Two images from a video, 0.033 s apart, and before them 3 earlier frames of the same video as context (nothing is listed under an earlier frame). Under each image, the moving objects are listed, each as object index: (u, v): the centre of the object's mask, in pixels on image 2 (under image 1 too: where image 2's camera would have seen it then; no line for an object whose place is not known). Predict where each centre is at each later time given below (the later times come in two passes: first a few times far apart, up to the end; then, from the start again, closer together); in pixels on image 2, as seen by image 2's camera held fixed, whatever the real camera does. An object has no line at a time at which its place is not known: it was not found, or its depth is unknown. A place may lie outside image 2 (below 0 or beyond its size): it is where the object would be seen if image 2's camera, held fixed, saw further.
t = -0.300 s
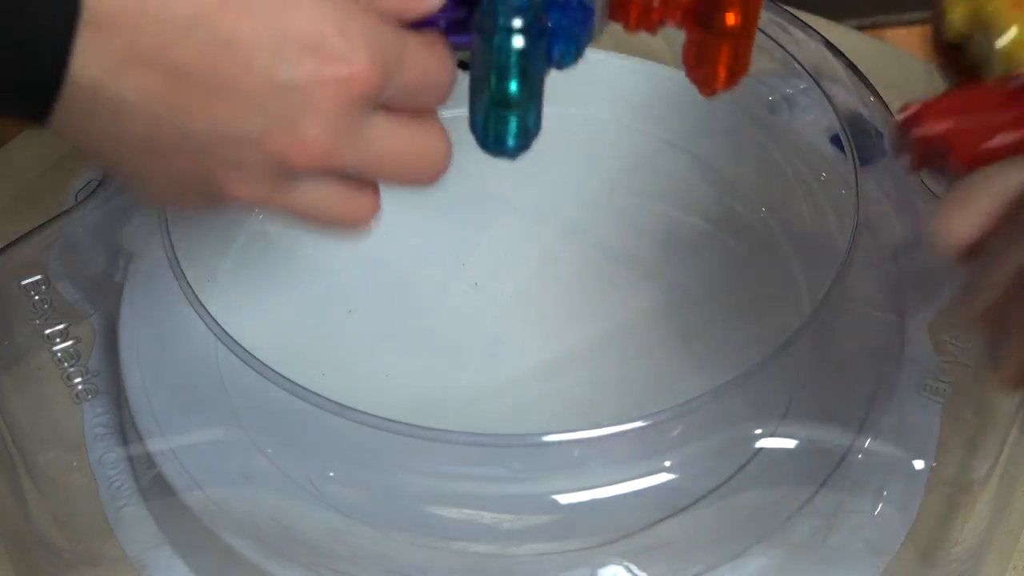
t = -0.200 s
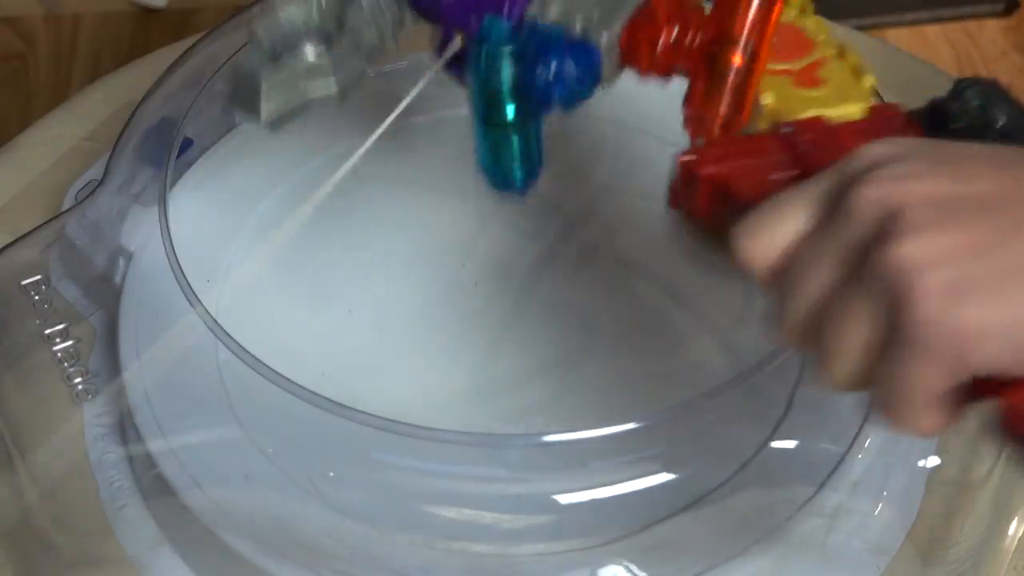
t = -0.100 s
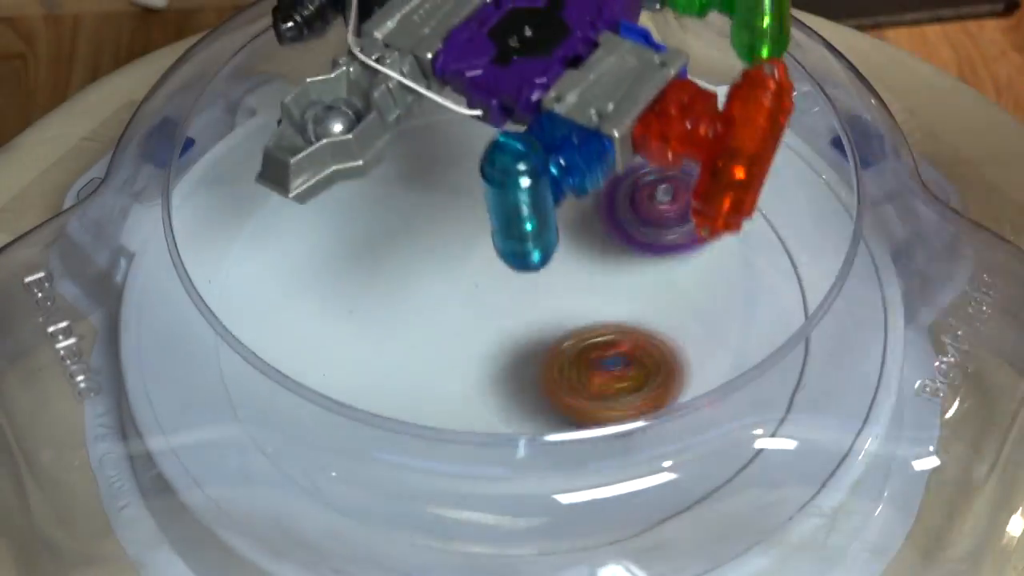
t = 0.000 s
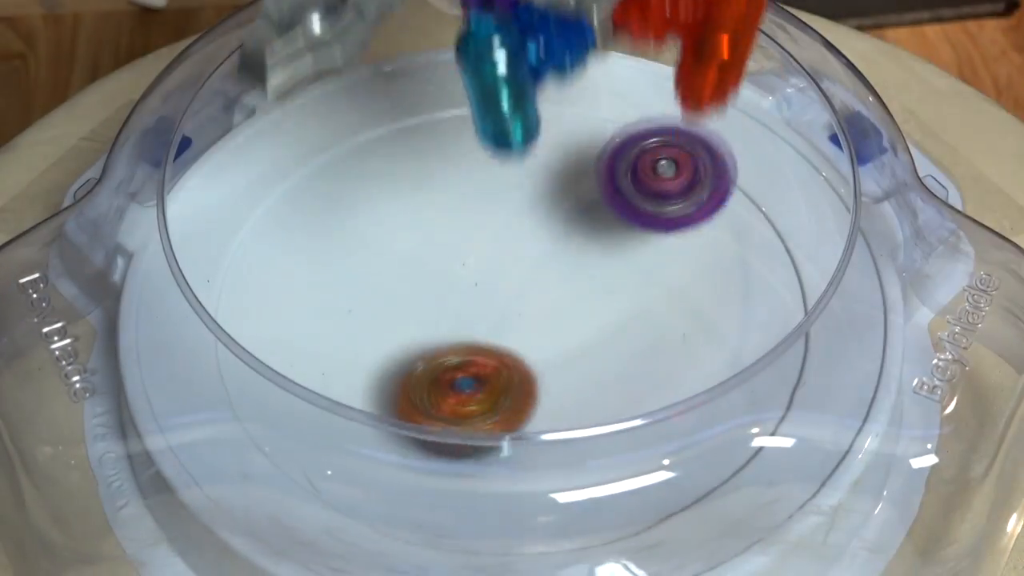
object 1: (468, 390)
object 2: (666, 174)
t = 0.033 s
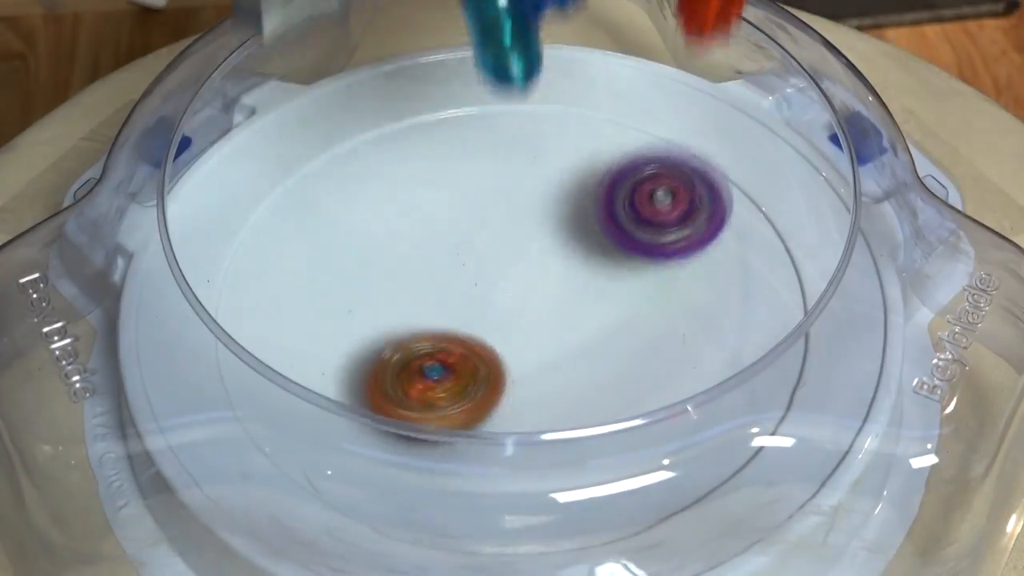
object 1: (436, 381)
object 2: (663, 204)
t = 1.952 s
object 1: (417, 282)
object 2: (512, 368)
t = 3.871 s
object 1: (501, 261)
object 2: (556, 354)
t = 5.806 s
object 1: (549, 269)
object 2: (588, 376)
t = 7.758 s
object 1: (488, 233)
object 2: (607, 304)
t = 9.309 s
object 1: (434, 334)
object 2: (678, 350)
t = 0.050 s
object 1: (421, 373)
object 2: (661, 219)
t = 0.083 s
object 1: (404, 351)
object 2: (662, 217)
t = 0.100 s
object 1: (399, 337)
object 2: (661, 217)
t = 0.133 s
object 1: (400, 306)
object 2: (661, 216)
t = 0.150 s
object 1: (406, 289)
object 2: (660, 216)
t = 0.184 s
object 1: (422, 258)
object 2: (660, 215)
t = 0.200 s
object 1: (434, 241)
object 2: (659, 215)
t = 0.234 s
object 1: (463, 213)
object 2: (658, 215)
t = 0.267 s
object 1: (500, 188)
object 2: (657, 214)
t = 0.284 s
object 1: (519, 177)
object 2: (657, 214)
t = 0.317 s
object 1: (547, 151)
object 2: (668, 221)
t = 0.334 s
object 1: (544, 132)
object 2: (679, 229)
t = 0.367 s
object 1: (539, 99)
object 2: (693, 249)
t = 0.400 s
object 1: (537, 74)
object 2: (700, 262)
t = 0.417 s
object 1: (536, 71)
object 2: (703, 265)
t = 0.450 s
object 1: (533, 79)
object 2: (708, 267)
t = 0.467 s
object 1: (533, 85)
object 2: (711, 268)
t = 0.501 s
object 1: (536, 96)
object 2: (714, 266)
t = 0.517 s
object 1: (537, 104)
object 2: (715, 264)
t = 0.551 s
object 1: (545, 120)
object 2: (714, 261)
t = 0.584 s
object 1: (555, 140)
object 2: (712, 258)
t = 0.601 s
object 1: (562, 151)
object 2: (711, 257)
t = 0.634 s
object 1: (578, 172)
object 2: (707, 258)
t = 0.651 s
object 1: (585, 183)
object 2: (704, 260)
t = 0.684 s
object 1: (598, 199)
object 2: (695, 264)
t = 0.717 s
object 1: (603, 204)
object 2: (692, 282)
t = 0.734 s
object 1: (605, 206)
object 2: (693, 292)
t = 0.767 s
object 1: (609, 213)
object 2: (693, 308)
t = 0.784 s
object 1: (611, 218)
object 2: (693, 314)
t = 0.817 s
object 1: (610, 227)
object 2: (694, 324)
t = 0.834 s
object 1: (607, 231)
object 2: (696, 329)
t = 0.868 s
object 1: (598, 240)
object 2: (698, 334)
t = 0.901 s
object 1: (586, 247)
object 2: (699, 337)
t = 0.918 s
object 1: (580, 250)
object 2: (699, 338)
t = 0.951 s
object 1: (565, 255)
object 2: (699, 339)
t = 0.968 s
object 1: (558, 257)
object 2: (698, 339)
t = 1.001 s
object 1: (543, 258)
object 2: (696, 340)
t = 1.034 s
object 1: (528, 258)
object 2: (692, 341)
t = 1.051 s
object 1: (521, 257)
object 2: (689, 342)
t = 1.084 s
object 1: (507, 254)
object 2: (683, 342)
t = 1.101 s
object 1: (501, 252)
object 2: (678, 343)
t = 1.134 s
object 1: (489, 247)
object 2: (668, 344)
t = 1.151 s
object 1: (484, 243)
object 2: (662, 345)
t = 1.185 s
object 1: (474, 236)
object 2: (652, 347)
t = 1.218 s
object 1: (467, 229)
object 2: (640, 351)
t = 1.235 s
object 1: (465, 225)
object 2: (634, 352)
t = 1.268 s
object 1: (460, 218)
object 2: (620, 356)
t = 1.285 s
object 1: (460, 214)
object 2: (613, 357)
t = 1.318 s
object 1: (459, 207)
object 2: (600, 361)
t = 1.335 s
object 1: (460, 205)
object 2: (595, 363)
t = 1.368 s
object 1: (462, 200)
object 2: (585, 368)
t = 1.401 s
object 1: (467, 196)
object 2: (575, 372)
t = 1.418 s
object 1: (470, 195)
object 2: (570, 374)
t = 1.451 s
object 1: (477, 193)
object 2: (562, 378)
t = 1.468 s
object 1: (481, 193)
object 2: (558, 379)
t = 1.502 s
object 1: (488, 197)
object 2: (552, 381)
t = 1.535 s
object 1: (495, 202)
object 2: (547, 383)
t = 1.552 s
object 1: (497, 205)
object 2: (544, 384)
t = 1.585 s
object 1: (501, 214)
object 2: (542, 384)
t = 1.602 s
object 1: (502, 218)
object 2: (540, 385)
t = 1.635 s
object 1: (502, 228)
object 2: (536, 385)
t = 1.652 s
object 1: (501, 233)
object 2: (534, 385)
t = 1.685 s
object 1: (498, 243)
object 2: (532, 384)
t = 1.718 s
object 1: (491, 252)
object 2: (532, 383)
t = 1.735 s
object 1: (487, 256)
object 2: (532, 382)
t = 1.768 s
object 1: (478, 264)
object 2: (533, 381)
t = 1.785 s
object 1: (473, 267)
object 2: (531, 380)
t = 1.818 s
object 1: (461, 273)
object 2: (527, 377)
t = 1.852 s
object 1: (450, 277)
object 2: (525, 375)
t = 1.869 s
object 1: (444, 278)
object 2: (524, 374)
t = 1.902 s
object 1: (433, 281)
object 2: (520, 372)
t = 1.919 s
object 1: (428, 282)
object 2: (517, 371)
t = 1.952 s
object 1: (417, 282)
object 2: (512, 368)
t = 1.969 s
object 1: (412, 282)
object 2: (509, 366)
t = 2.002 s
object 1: (402, 280)
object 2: (504, 363)
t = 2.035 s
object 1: (395, 277)
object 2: (497, 361)
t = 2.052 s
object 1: (392, 275)
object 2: (493, 359)
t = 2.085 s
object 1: (388, 269)
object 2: (486, 356)
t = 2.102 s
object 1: (386, 267)
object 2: (482, 354)
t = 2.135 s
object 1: (385, 261)
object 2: (475, 351)
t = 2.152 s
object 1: (386, 259)
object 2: (470, 349)
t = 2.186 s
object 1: (391, 254)
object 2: (464, 346)
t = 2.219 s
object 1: (398, 251)
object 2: (459, 344)
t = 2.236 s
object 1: (402, 250)
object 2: (456, 343)
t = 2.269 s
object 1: (408, 244)
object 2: (454, 349)
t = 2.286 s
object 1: (409, 238)
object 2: (456, 356)
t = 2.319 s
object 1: (413, 231)
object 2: (460, 367)
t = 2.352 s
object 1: (421, 230)
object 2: (467, 372)
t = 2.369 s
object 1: (426, 229)
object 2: (470, 373)
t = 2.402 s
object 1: (440, 232)
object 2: (477, 373)
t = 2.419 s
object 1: (446, 234)
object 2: (479, 372)
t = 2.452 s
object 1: (458, 239)
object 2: (483, 369)
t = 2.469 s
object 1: (465, 243)
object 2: (484, 368)
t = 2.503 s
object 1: (474, 251)
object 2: (485, 365)
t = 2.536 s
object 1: (481, 259)
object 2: (484, 362)
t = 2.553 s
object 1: (485, 261)
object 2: (483, 360)
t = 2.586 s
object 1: (485, 260)
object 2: (484, 376)
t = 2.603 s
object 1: (485, 257)
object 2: (487, 382)
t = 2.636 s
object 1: (489, 253)
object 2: (497, 389)
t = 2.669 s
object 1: (494, 255)
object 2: (507, 392)
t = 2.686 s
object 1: (498, 257)
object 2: (511, 392)
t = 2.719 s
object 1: (504, 262)
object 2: (518, 390)
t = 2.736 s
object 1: (508, 263)
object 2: (522, 388)
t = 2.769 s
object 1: (511, 270)
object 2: (526, 386)
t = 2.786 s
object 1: (513, 272)
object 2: (527, 384)
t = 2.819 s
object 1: (515, 278)
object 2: (530, 381)
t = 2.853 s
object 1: (512, 280)
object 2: (533, 380)
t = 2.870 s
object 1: (509, 273)
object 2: (537, 385)
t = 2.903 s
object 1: (506, 263)
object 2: (547, 392)
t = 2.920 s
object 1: (506, 259)
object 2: (551, 393)
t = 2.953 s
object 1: (509, 256)
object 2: (560, 404)
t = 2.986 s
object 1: (513, 255)
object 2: (565, 390)
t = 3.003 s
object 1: (516, 256)
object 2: (567, 389)
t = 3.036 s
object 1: (521, 259)
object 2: (569, 386)
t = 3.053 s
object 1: (524, 261)
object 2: (570, 384)
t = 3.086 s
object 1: (528, 265)
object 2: (570, 379)
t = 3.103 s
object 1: (528, 268)
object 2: (570, 376)
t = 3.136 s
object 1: (527, 271)
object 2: (568, 371)
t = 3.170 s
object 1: (523, 272)
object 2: (566, 365)
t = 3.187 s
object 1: (520, 271)
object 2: (566, 363)
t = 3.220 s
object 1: (511, 269)
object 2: (566, 362)
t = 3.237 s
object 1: (505, 265)
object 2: (568, 365)
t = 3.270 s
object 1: (497, 260)
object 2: (569, 366)
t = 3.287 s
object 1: (496, 258)
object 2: (570, 365)
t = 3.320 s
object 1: (496, 254)
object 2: (570, 364)
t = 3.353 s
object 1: (498, 249)
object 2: (569, 363)
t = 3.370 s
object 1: (498, 247)
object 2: (568, 362)
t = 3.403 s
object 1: (500, 243)
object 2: (569, 361)
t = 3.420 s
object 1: (501, 241)
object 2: (568, 360)
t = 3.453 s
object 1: (504, 240)
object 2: (567, 360)
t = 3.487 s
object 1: (508, 240)
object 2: (566, 359)
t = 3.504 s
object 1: (508, 240)
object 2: (565, 358)
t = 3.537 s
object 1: (510, 241)
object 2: (565, 358)
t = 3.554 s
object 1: (511, 242)
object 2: (565, 358)
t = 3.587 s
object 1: (511, 244)
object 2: (564, 357)
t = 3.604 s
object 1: (512, 245)
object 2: (564, 356)
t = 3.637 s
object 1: (511, 246)
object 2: (562, 356)
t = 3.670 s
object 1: (511, 249)
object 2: (562, 355)
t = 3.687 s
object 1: (510, 250)
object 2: (562, 355)
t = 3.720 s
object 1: (509, 252)
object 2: (560, 355)
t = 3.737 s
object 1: (509, 253)
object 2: (559, 355)
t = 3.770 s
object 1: (507, 255)
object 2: (559, 355)
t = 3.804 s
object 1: (505, 257)
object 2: (559, 354)
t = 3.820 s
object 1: (504, 258)
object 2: (557, 354)
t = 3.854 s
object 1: (502, 260)
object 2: (556, 354)
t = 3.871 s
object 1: (501, 261)
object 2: (556, 354)
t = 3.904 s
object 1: (497, 262)
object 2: (558, 355)
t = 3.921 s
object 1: (494, 262)
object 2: (558, 356)
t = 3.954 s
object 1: (488, 264)
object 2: (557, 357)
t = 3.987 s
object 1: (482, 266)
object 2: (555, 357)
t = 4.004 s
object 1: (479, 267)
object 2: (555, 356)
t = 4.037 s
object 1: (475, 267)
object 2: (554, 356)
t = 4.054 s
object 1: (472, 267)
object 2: (552, 356)
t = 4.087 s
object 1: (468, 266)
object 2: (550, 355)
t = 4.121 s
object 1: (464, 265)
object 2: (548, 355)
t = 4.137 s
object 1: (462, 265)
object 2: (548, 354)
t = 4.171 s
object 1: (458, 264)
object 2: (546, 354)
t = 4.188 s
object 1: (456, 264)
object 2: (546, 354)
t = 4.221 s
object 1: (454, 264)
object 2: (545, 353)
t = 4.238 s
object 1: (453, 263)
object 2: (545, 353)
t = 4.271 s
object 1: (453, 263)
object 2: (544, 352)
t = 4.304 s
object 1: (454, 262)
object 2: (543, 352)
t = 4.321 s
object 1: (454, 262)
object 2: (544, 352)
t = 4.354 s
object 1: (456, 263)
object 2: (545, 352)
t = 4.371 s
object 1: (457, 263)
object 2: (544, 351)
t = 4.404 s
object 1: (459, 264)
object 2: (543, 351)
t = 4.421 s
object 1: (460, 264)
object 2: (544, 351)
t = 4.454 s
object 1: (462, 265)
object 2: (544, 351)
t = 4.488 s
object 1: (463, 267)
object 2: (543, 351)
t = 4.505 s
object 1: (463, 269)
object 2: (544, 351)
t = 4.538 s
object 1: (463, 273)
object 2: (548, 355)
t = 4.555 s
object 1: (463, 274)
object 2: (547, 356)
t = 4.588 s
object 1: (462, 274)
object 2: (547, 360)
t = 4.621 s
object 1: (459, 274)
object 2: (542, 366)
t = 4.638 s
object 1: (459, 275)
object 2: (538, 366)
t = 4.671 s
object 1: (459, 276)
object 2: (534, 366)
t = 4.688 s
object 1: (459, 277)
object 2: (534, 365)
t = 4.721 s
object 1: (460, 278)
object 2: (530, 363)
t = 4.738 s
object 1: (458, 277)
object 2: (533, 366)
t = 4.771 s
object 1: (454, 274)
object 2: (538, 371)
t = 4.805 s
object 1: (452, 272)
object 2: (537, 372)
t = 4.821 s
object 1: (453, 272)
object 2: (534, 371)
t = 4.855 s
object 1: (454, 272)
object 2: (532, 371)
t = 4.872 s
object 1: (455, 272)
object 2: (532, 370)
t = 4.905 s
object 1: (457, 272)
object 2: (528, 369)
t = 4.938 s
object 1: (459, 272)
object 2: (525, 368)
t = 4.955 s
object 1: (461, 271)
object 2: (524, 368)
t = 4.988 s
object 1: (464, 272)
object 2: (521, 365)
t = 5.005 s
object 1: (465, 272)
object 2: (519, 365)
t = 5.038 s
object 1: (467, 270)
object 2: (520, 370)
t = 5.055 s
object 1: (461, 250)
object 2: (531, 385)
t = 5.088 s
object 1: (449, 218)
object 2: (566, 429)
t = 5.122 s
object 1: (445, 193)
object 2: (607, 451)
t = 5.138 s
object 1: (446, 183)
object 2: (626, 454)
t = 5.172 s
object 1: (455, 168)
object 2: (660, 463)
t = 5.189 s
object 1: (462, 162)
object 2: (672, 457)
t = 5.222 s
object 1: (481, 153)
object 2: (675, 437)
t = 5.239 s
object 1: (491, 151)
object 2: (675, 430)
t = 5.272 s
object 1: (511, 150)
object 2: (675, 420)
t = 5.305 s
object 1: (528, 152)
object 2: (675, 413)
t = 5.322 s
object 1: (536, 155)
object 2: (669, 407)
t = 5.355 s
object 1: (549, 161)
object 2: (663, 397)
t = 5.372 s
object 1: (555, 165)
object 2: (661, 393)
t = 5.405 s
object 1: (563, 173)
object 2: (658, 385)
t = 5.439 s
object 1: (571, 183)
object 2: (647, 372)
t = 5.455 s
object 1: (575, 187)
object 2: (645, 371)
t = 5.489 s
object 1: (580, 197)
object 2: (639, 370)
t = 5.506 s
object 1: (583, 202)
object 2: (637, 369)
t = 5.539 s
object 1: (586, 212)
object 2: (630, 369)
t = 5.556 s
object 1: (588, 216)
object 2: (628, 368)
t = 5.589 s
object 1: (589, 226)
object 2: (621, 366)
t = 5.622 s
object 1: (588, 236)
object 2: (614, 364)
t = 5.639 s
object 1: (587, 241)
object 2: (610, 363)
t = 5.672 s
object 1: (584, 250)
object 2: (603, 362)
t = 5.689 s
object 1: (582, 255)
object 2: (600, 361)
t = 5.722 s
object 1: (577, 262)
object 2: (594, 359)
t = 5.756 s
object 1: (565, 262)
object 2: (593, 371)
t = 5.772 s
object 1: (559, 263)
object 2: (591, 374)
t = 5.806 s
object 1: (549, 269)
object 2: (588, 376)
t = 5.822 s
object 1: (545, 272)
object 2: (588, 375)
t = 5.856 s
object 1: (537, 277)
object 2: (590, 374)
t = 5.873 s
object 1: (533, 280)
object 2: (590, 374)
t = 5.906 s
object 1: (524, 284)
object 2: (591, 375)
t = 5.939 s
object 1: (514, 288)
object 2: (591, 374)
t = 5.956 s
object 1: (510, 289)
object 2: (592, 373)
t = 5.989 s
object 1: (501, 292)
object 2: (593, 373)
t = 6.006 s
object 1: (497, 293)
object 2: (593, 372)
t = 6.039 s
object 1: (488, 295)
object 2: (593, 372)
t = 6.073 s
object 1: (479, 296)
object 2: (595, 372)
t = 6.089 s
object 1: (475, 296)
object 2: (595, 371)
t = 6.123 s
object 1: (467, 297)
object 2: (595, 371)
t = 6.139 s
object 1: (463, 297)
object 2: (595, 370)
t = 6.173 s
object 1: (456, 296)
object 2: (597, 370)
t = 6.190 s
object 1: (453, 296)
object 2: (598, 370)
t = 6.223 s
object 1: (446, 295)
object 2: (599, 370)
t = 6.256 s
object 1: (440, 293)
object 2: (599, 370)
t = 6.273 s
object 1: (438, 293)
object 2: (599, 369)
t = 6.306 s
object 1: (433, 291)
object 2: (601, 369)
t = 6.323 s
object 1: (431, 290)
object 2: (601, 369)
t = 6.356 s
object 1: (427, 288)
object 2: (602, 369)
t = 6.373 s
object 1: (426, 288)
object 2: (602, 369)
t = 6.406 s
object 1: (424, 286)
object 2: (603, 369)
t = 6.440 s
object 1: (423, 284)
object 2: (603, 369)
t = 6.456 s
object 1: (423, 283)
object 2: (604, 369)
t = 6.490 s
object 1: (422, 282)
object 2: (603, 369)
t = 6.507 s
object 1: (423, 281)
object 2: (604, 369)
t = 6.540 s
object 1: (425, 280)
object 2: (604, 369)
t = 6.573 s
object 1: (428, 279)
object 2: (606, 369)
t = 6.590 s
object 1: (430, 279)
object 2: (605, 370)
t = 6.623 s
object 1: (434, 279)
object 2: (606, 371)
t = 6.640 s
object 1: (437, 279)
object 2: (606, 371)
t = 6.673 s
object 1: (442, 281)
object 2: (606, 372)
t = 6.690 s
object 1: (445, 282)
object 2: (606, 372)
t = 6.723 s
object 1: (450, 283)
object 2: (607, 372)
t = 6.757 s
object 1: (456, 286)
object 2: (605, 373)
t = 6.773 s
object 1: (459, 287)
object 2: (605, 373)
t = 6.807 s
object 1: (465, 290)
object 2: (605, 374)
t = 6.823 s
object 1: (467, 292)
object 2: (606, 374)
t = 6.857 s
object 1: (472, 295)
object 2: (604, 375)
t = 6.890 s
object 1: (478, 299)
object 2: (602, 376)
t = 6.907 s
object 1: (481, 300)
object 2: (601, 376)
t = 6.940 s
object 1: (486, 304)
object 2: (605, 389)
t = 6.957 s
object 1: (488, 306)
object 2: (604, 391)
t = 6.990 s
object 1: (493, 310)
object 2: (603, 392)
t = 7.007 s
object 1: (495, 312)
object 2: (601, 394)
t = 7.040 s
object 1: (500, 316)
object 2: (600, 396)
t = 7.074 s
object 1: (502, 319)
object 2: (599, 398)
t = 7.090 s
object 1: (503, 320)
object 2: (598, 398)
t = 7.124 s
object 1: (506, 323)
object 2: (596, 400)
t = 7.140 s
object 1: (507, 324)
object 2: (594, 400)
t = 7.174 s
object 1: (508, 327)
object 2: (590, 401)
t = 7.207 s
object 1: (500, 326)
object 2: (602, 408)
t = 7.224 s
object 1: (489, 320)
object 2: (613, 408)
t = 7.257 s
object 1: (472, 309)
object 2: (633, 407)
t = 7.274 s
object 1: (468, 304)
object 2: (642, 404)
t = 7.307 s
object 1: (464, 296)
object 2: (654, 397)
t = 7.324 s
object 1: (462, 293)
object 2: (658, 396)
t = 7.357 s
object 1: (459, 285)
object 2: (658, 394)
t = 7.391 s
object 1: (459, 278)
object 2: (653, 394)
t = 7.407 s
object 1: (458, 275)
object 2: (647, 394)
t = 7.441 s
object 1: (457, 267)
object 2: (639, 389)
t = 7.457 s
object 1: (458, 264)
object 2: (633, 384)
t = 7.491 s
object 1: (458, 258)
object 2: (624, 369)
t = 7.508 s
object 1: (459, 255)
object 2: (619, 367)
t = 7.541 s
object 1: (463, 249)
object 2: (613, 363)
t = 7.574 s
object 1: (465, 245)
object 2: (605, 358)
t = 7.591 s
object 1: (467, 243)
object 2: (603, 352)
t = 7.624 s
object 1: (471, 239)
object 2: (598, 341)
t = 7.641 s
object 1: (472, 238)
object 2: (598, 335)
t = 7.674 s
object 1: (477, 235)
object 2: (596, 323)
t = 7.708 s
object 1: (481, 234)
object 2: (600, 313)
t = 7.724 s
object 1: (483, 233)
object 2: (603, 308)
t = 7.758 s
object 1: (488, 233)
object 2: (607, 304)
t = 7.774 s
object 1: (490, 232)
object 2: (610, 303)
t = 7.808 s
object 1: (494, 233)
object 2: (609, 303)
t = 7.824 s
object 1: (496, 233)
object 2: (610, 303)
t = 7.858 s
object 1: (500, 235)
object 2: (610, 301)
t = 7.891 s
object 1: (505, 236)
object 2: (610, 301)
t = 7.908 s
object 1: (507, 238)
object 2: (611, 300)
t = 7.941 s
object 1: (510, 241)
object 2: (611, 300)
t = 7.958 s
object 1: (508, 240)
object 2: (617, 302)
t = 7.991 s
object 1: (499, 238)
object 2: (623, 305)
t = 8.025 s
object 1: (496, 239)
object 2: (625, 307)
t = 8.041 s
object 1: (496, 239)
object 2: (624, 307)
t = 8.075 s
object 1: (494, 239)
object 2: (621, 307)
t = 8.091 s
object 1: (493, 239)
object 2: (620, 307)
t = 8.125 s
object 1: (492, 239)
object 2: (621, 310)
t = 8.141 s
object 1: (491, 240)
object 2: (621, 310)
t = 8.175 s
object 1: (490, 241)
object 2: (620, 310)
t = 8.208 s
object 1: (487, 243)
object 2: (620, 310)
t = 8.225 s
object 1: (486, 243)
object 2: (620, 311)
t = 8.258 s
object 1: (486, 246)
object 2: (619, 312)
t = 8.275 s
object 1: (484, 247)
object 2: (619, 313)
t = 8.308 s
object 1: (483, 249)
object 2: (618, 313)
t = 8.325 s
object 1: (483, 251)
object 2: (619, 313)
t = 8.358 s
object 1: (480, 253)
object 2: (619, 313)
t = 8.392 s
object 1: (479, 257)
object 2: (621, 314)
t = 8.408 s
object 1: (478, 259)
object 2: (622, 314)
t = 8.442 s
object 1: (477, 262)
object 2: (624, 315)
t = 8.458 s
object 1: (476, 263)
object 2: (626, 315)
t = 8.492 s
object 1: (474, 267)
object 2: (629, 316)
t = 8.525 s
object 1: (473, 271)
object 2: (632, 317)
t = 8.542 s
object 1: (471, 273)
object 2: (634, 319)
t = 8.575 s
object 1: (471, 276)
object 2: (636, 319)
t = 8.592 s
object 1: (470, 278)
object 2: (638, 321)
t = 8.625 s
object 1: (468, 282)
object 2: (641, 322)
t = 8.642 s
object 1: (468, 284)
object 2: (642, 323)
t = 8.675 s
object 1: (466, 288)
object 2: (643, 325)
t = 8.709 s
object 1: (466, 291)
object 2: (646, 328)
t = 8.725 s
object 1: (465, 293)
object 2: (647, 329)
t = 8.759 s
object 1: (465, 297)
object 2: (648, 332)
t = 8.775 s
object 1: (465, 299)
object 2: (649, 333)
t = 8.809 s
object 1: (464, 303)
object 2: (650, 337)
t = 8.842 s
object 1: (465, 306)
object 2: (650, 340)
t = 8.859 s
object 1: (464, 308)
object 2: (648, 342)
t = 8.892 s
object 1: (466, 312)
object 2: (648, 344)
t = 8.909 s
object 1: (466, 313)
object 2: (647, 345)
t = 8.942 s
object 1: (467, 317)
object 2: (646, 347)
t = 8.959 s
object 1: (468, 318)
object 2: (645, 348)
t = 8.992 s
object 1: (468, 321)
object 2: (643, 350)
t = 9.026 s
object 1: (470, 325)
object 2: (641, 350)
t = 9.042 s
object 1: (470, 327)
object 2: (638, 352)
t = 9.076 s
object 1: (472, 329)
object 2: (635, 354)
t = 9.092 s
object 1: (473, 331)
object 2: (634, 355)
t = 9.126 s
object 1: (475, 333)
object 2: (629, 357)
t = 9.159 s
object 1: (477, 336)
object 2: (624, 358)
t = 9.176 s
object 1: (478, 337)
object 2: (621, 360)
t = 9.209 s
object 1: (481, 339)
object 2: (615, 361)
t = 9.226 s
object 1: (480, 340)
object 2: (613, 362)
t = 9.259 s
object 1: (470, 338)
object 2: (623, 363)
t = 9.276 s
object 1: (454, 337)
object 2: (642, 358)
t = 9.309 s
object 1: (434, 334)
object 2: (678, 350)
